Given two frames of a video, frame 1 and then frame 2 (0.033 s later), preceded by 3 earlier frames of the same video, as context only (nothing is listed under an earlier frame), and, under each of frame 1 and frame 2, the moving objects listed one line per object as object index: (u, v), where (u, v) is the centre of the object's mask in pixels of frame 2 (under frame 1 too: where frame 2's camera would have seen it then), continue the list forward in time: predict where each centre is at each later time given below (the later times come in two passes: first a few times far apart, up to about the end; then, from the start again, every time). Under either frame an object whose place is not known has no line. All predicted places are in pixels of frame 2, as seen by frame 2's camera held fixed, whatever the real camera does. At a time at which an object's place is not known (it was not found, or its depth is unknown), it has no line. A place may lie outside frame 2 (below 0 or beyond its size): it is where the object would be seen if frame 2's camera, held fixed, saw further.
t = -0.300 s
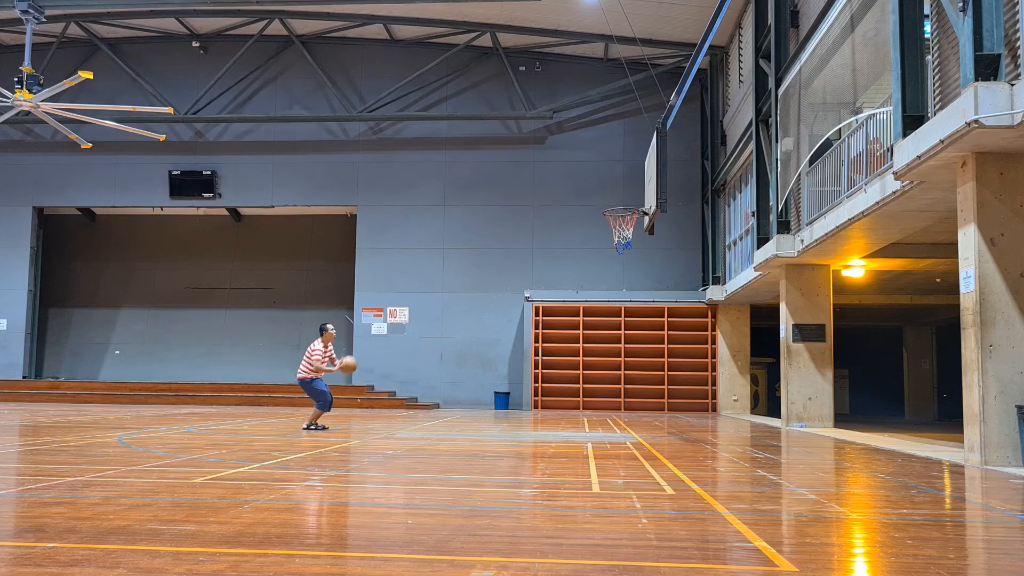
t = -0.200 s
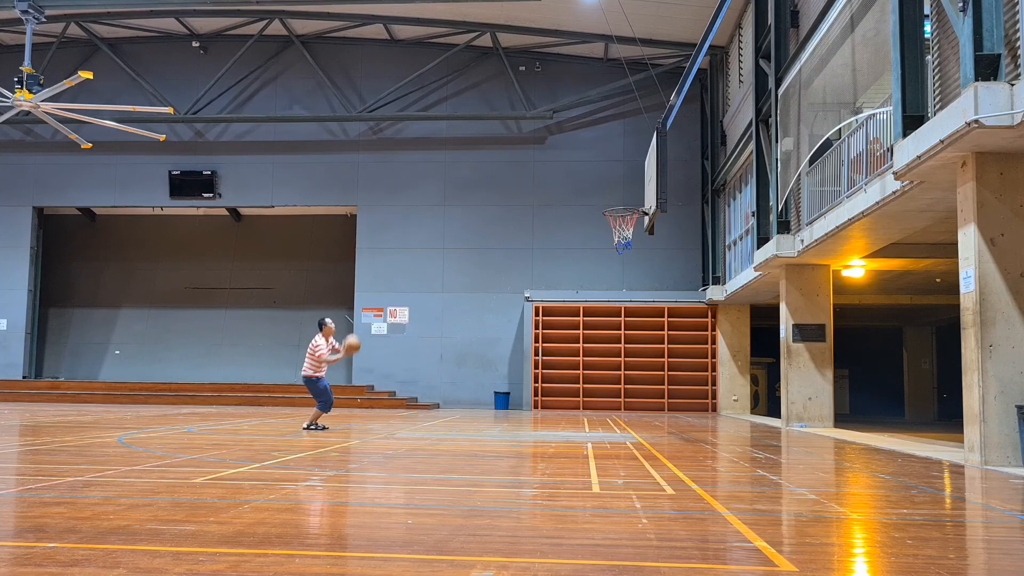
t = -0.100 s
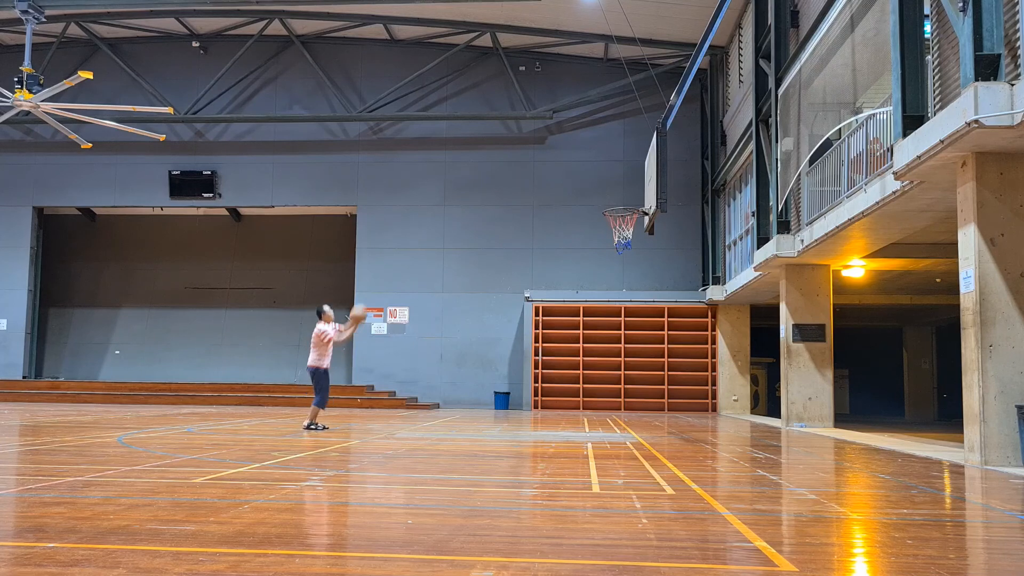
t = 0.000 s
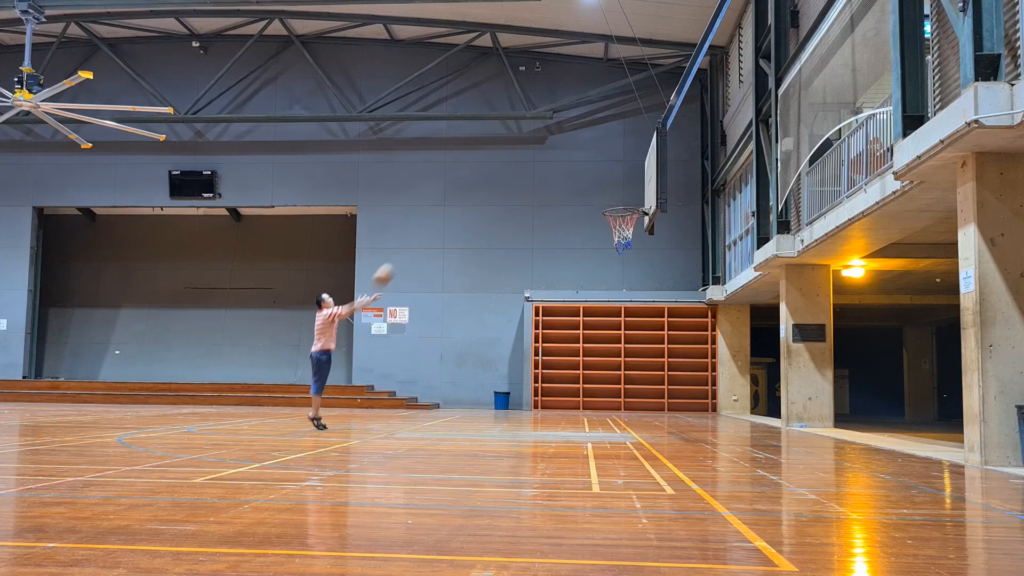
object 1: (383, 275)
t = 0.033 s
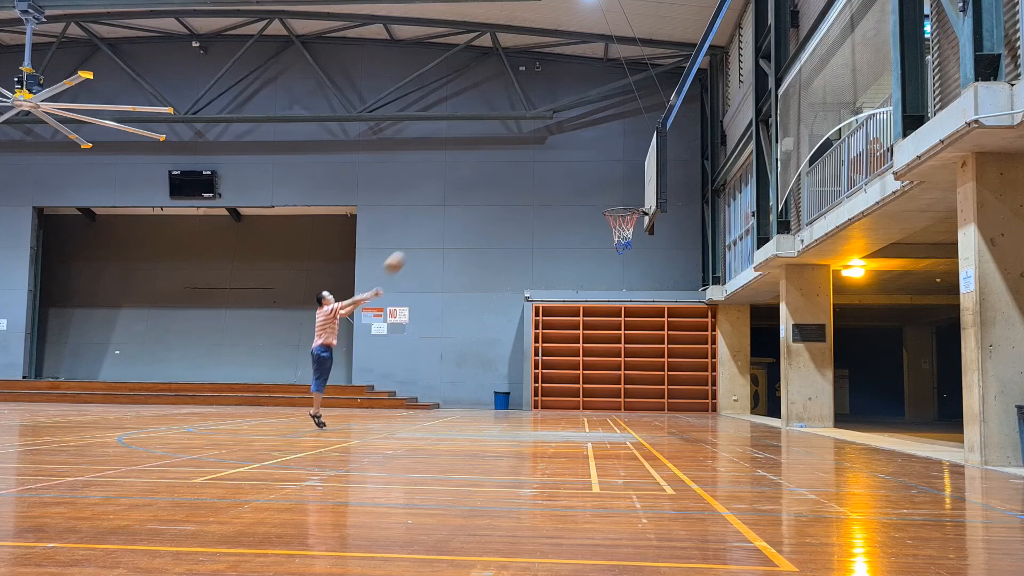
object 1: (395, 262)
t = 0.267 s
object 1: (472, 196)
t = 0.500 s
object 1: (546, 168)
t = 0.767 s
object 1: (632, 182)
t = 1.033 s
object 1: (591, 196)
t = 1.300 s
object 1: (535, 230)
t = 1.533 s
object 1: (487, 299)
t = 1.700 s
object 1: (454, 372)
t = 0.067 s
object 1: (405, 251)
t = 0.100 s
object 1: (417, 239)
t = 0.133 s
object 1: (428, 229)
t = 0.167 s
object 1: (439, 220)
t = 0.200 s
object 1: (450, 211)
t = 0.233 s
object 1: (461, 203)
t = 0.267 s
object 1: (472, 196)
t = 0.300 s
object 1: (482, 189)
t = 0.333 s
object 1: (493, 184)
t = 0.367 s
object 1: (503, 179)
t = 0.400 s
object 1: (514, 176)
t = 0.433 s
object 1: (525, 172)
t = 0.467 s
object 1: (535, 170)
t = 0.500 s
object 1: (546, 168)
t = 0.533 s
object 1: (557, 167)
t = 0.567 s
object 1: (567, 167)
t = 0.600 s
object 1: (578, 168)
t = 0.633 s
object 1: (589, 169)
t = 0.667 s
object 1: (600, 171)
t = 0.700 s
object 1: (610, 174)
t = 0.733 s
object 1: (621, 178)
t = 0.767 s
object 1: (632, 182)
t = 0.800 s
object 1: (640, 187)
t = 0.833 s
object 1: (635, 192)
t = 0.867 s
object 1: (628, 198)
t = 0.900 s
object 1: (620, 198)
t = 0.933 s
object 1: (613, 196)
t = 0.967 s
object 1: (606, 196)
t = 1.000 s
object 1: (598, 196)
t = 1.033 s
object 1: (591, 196)
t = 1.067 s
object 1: (584, 198)
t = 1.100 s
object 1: (577, 200)
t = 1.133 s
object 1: (570, 203)
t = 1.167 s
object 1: (563, 207)
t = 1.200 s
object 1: (555, 212)
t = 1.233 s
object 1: (549, 217)
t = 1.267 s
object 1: (542, 223)
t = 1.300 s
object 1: (535, 230)
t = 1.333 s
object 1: (528, 237)
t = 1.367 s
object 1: (521, 245)
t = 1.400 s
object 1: (514, 255)
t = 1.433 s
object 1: (507, 264)
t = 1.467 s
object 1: (501, 275)
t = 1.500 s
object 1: (494, 287)
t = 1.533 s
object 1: (487, 299)
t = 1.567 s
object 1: (481, 312)
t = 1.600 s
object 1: (474, 326)
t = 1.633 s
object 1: (467, 340)
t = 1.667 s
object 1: (460, 356)
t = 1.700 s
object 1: (454, 372)
